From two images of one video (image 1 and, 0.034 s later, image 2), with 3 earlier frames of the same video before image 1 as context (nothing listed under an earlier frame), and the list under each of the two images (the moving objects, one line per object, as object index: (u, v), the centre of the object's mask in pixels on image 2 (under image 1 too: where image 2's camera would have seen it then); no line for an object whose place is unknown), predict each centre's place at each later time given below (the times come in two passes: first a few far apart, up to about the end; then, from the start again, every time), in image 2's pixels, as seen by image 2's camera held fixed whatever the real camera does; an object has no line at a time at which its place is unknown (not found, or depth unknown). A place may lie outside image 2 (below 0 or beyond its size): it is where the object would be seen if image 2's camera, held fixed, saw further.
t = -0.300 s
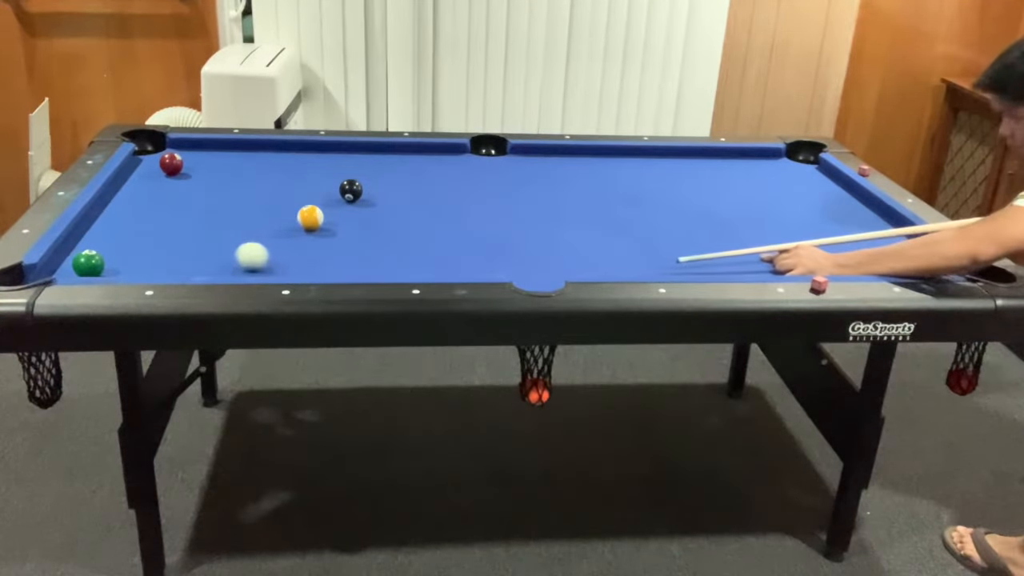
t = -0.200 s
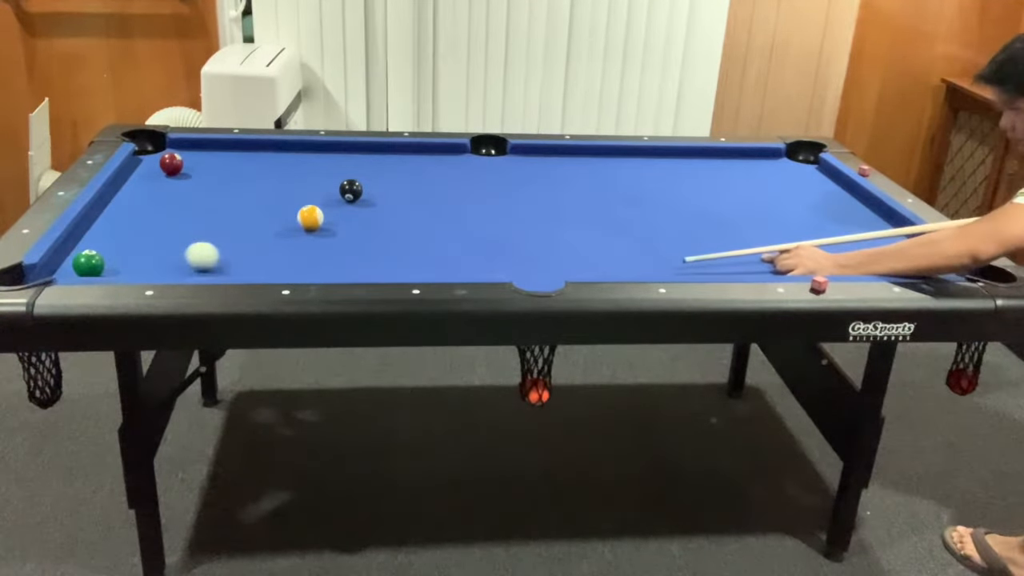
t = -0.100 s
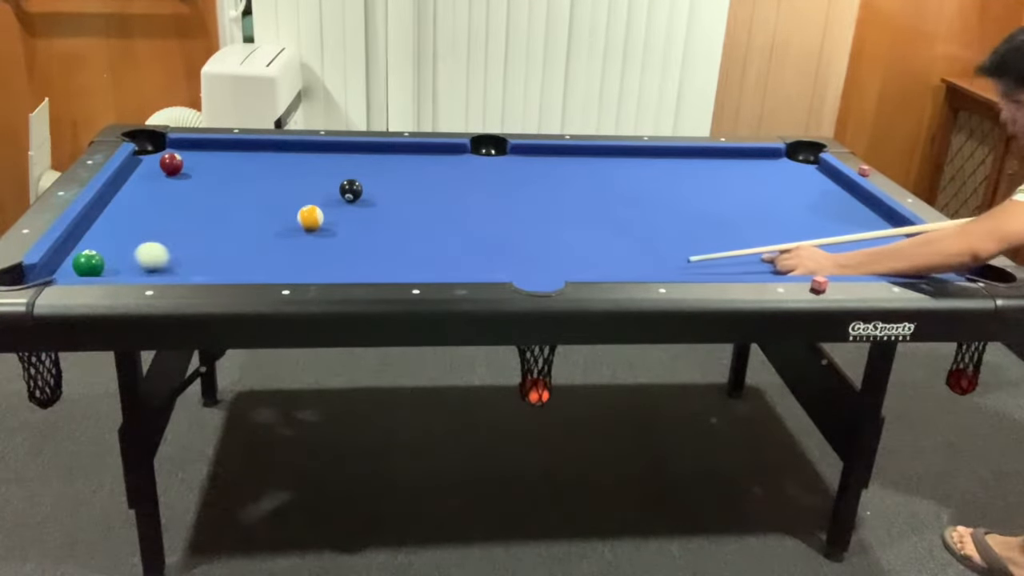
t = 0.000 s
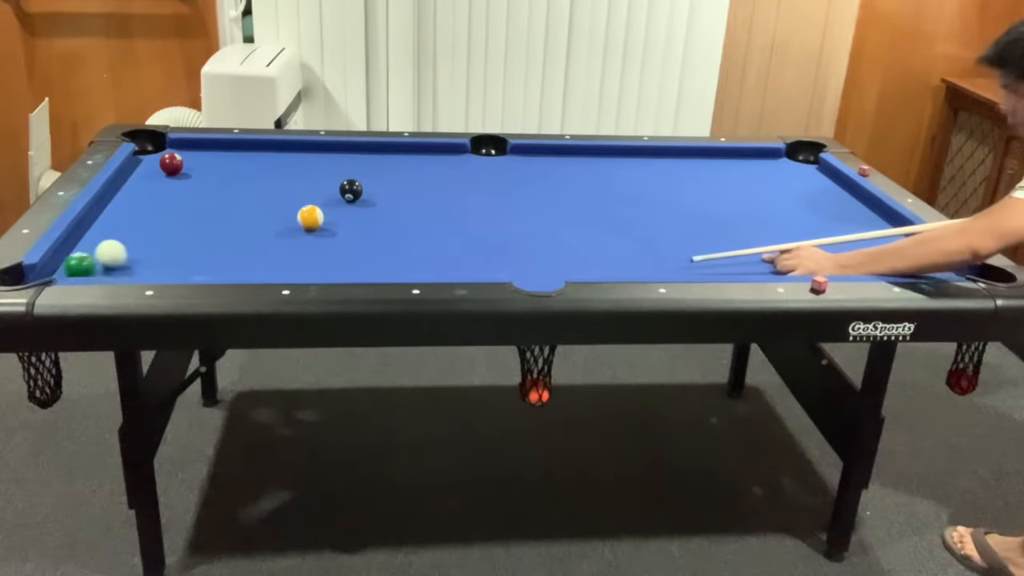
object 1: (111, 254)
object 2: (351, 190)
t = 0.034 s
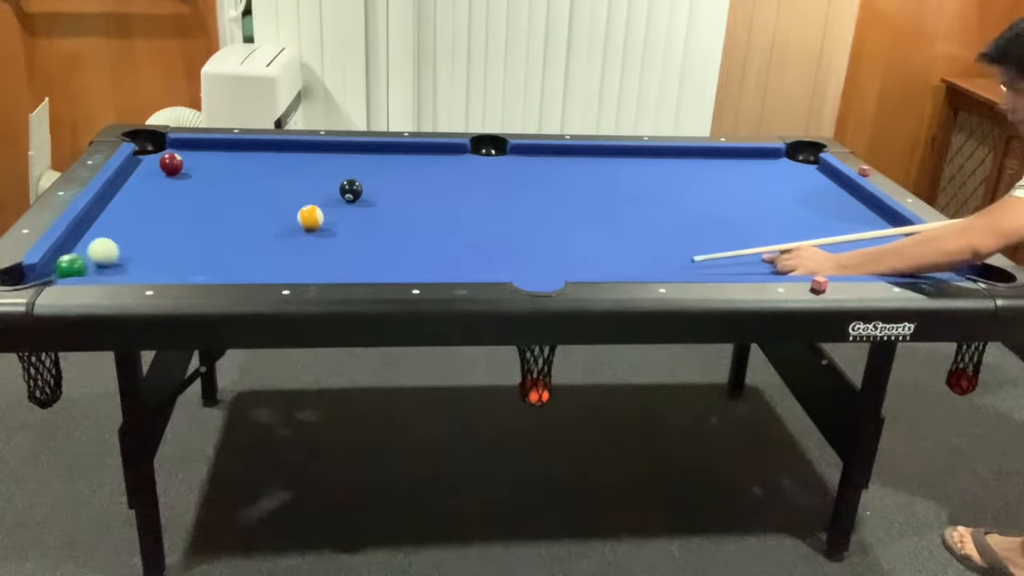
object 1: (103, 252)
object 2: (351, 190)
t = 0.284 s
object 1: (96, 238)
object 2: (351, 190)
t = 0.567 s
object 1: (157, 228)
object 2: (351, 190)
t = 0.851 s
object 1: (209, 218)
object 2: (351, 190)
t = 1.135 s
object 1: (253, 210)
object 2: (351, 190)
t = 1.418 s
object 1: (291, 203)
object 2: (351, 190)
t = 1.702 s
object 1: (324, 196)
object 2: (351, 190)
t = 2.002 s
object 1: (339, 195)
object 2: (360, 187)
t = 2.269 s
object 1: (343, 196)
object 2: (369, 185)
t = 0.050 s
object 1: (100, 251)
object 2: (351, 190)
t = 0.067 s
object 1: (95, 250)
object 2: (351, 190)
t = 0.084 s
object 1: (91, 249)
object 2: (351, 190)
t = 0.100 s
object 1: (88, 248)
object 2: (351, 190)
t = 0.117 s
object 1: (83, 246)
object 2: (351, 190)
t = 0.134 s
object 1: (80, 246)
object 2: (351, 190)
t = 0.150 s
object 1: (75, 245)
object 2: (351, 190)
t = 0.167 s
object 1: (72, 244)
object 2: (351, 190)
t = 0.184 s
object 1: (71, 243)
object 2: (351, 190)
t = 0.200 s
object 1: (76, 242)
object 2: (351, 190)
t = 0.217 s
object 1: (80, 241)
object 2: (351, 190)
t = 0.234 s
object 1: (84, 241)
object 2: (351, 190)
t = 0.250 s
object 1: (88, 240)
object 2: (351, 190)
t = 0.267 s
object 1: (92, 239)
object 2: (351, 190)
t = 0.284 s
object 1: (96, 238)
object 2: (351, 190)
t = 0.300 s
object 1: (100, 238)
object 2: (351, 190)
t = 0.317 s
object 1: (103, 237)
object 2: (351, 190)
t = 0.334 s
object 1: (108, 236)
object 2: (351, 190)
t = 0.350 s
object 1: (111, 236)
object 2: (351, 190)
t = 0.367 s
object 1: (115, 235)
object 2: (351, 190)
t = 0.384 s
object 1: (119, 234)
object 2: (351, 190)
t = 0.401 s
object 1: (122, 234)
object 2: (351, 190)
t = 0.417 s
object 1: (126, 233)
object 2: (351, 190)
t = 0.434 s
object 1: (129, 232)
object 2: (351, 190)
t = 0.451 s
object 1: (133, 232)
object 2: (351, 190)
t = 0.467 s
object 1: (136, 231)
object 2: (351, 190)
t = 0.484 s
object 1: (139, 230)
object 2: (351, 190)
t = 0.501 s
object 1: (143, 230)
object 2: (351, 190)
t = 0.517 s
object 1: (147, 229)
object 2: (351, 190)
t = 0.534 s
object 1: (150, 228)
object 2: (351, 190)
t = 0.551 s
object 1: (153, 228)
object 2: (351, 190)
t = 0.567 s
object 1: (157, 228)
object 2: (351, 190)
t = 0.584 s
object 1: (160, 227)
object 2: (351, 190)
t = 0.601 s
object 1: (163, 226)
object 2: (351, 190)
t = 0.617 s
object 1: (167, 225)
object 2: (351, 190)
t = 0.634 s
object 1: (170, 225)
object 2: (351, 190)
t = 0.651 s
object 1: (173, 224)
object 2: (351, 190)
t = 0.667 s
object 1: (176, 224)
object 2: (351, 190)
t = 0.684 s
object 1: (179, 223)
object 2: (351, 190)
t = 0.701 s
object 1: (182, 223)
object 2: (351, 190)
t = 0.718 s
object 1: (185, 222)
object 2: (351, 190)
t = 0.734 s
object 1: (189, 222)
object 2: (351, 190)
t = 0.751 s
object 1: (192, 221)
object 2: (351, 190)
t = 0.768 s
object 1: (195, 221)
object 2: (351, 190)
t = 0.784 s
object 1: (197, 220)
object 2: (351, 190)
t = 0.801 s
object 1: (200, 220)
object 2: (351, 190)
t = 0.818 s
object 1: (203, 219)
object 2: (351, 190)
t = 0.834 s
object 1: (206, 219)
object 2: (351, 190)
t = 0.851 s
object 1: (209, 218)
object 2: (351, 190)
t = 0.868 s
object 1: (212, 218)
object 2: (351, 190)
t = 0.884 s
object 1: (215, 217)
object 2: (351, 190)
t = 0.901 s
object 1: (218, 217)
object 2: (351, 190)
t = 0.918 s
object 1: (220, 216)
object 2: (351, 190)
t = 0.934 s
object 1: (223, 215)
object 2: (351, 190)
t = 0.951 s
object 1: (225, 215)
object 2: (351, 190)
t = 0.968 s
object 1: (228, 215)
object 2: (351, 190)
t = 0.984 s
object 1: (231, 214)
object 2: (351, 190)
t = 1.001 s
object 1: (233, 214)
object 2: (351, 190)
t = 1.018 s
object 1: (237, 214)
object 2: (351, 190)
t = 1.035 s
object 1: (239, 213)
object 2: (351, 190)
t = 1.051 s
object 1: (241, 213)
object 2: (351, 190)
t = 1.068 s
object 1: (244, 212)
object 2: (351, 190)
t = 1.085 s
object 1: (246, 212)
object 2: (351, 190)
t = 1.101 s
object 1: (249, 211)
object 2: (351, 190)
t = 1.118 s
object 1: (251, 211)
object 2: (351, 190)
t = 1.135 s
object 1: (253, 210)
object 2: (351, 190)
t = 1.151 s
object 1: (256, 210)
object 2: (351, 190)
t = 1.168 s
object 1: (258, 209)
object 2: (351, 190)
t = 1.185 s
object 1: (261, 209)
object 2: (351, 190)
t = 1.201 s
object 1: (263, 208)
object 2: (351, 190)
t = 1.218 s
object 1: (266, 208)
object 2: (351, 190)
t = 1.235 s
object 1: (268, 207)
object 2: (351, 190)
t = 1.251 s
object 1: (270, 207)
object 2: (351, 190)
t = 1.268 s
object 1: (272, 207)
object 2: (351, 190)
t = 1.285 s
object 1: (275, 206)
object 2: (351, 190)
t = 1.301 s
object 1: (276, 206)
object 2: (351, 190)
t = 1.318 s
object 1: (279, 205)
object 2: (351, 190)
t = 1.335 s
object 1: (281, 205)
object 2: (351, 190)
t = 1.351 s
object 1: (283, 205)
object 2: (351, 190)
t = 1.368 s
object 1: (285, 204)
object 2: (351, 190)
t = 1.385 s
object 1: (287, 204)
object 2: (351, 190)
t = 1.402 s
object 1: (289, 203)
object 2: (351, 190)
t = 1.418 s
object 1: (291, 203)
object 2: (351, 190)
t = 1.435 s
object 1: (293, 202)
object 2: (351, 190)
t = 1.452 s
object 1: (294, 201)
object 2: (351, 190)
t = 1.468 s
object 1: (296, 201)
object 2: (351, 190)
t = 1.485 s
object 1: (298, 200)
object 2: (351, 190)
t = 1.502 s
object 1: (301, 199)
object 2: (351, 190)
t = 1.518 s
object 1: (303, 198)
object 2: (351, 190)
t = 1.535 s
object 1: (305, 198)
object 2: (351, 190)
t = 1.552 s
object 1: (307, 197)
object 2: (351, 190)
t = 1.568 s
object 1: (309, 197)
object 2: (351, 190)
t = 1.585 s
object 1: (311, 197)
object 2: (351, 190)
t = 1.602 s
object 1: (313, 196)
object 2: (351, 190)
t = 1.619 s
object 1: (315, 196)
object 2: (351, 190)
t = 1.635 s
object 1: (317, 196)
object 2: (351, 190)
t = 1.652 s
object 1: (319, 196)
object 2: (351, 190)
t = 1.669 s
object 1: (321, 196)
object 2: (351, 190)
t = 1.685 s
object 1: (322, 196)
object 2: (351, 190)
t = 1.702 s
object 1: (324, 196)
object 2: (351, 190)
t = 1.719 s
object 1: (326, 196)
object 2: (351, 190)
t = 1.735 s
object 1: (327, 196)
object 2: (351, 190)
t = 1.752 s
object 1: (329, 196)
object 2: (351, 190)
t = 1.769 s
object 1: (331, 195)
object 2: (351, 190)
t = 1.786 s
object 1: (332, 195)
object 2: (352, 190)
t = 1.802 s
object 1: (333, 195)
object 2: (353, 190)
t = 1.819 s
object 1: (334, 195)
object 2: (354, 190)
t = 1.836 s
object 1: (334, 195)
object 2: (354, 189)
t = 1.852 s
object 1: (335, 195)
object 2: (355, 189)
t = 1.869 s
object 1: (335, 195)
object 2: (355, 189)
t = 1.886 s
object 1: (336, 195)
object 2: (356, 189)
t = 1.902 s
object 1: (336, 195)
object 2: (357, 189)
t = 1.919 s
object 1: (336, 195)
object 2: (357, 188)
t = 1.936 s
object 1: (337, 195)
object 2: (358, 188)
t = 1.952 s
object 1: (337, 195)
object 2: (359, 188)
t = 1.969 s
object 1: (338, 195)
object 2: (359, 188)
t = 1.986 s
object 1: (338, 195)
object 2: (360, 187)
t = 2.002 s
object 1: (339, 195)
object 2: (360, 187)
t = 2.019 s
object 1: (339, 195)
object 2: (361, 187)
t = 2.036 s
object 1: (339, 195)
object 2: (362, 187)
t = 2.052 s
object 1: (339, 195)
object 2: (362, 187)
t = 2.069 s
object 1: (340, 195)
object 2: (363, 187)
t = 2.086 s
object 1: (340, 195)
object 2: (363, 187)
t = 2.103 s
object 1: (341, 195)
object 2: (364, 187)
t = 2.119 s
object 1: (341, 195)
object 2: (365, 186)
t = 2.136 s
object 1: (341, 195)
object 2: (365, 186)
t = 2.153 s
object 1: (341, 195)
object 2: (366, 186)
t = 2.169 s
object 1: (342, 196)
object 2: (366, 186)
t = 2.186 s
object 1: (342, 196)
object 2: (367, 185)
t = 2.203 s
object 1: (342, 196)
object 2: (368, 185)
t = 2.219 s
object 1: (342, 196)
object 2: (368, 185)
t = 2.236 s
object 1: (342, 196)
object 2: (368, 185)
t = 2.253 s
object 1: (343, 196)
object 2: (369, 185)
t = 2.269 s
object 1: (343, 196)
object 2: (369, 185)
